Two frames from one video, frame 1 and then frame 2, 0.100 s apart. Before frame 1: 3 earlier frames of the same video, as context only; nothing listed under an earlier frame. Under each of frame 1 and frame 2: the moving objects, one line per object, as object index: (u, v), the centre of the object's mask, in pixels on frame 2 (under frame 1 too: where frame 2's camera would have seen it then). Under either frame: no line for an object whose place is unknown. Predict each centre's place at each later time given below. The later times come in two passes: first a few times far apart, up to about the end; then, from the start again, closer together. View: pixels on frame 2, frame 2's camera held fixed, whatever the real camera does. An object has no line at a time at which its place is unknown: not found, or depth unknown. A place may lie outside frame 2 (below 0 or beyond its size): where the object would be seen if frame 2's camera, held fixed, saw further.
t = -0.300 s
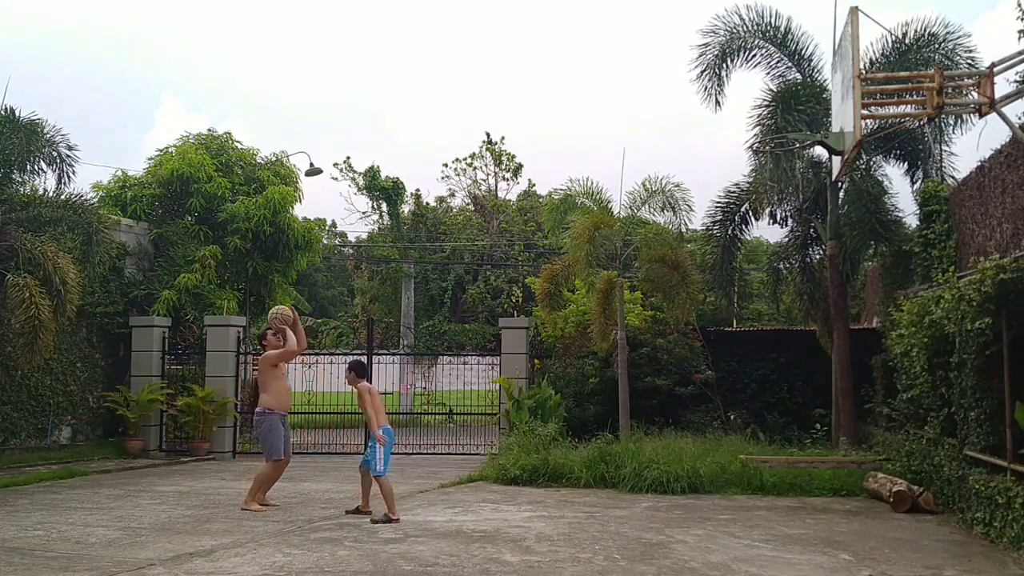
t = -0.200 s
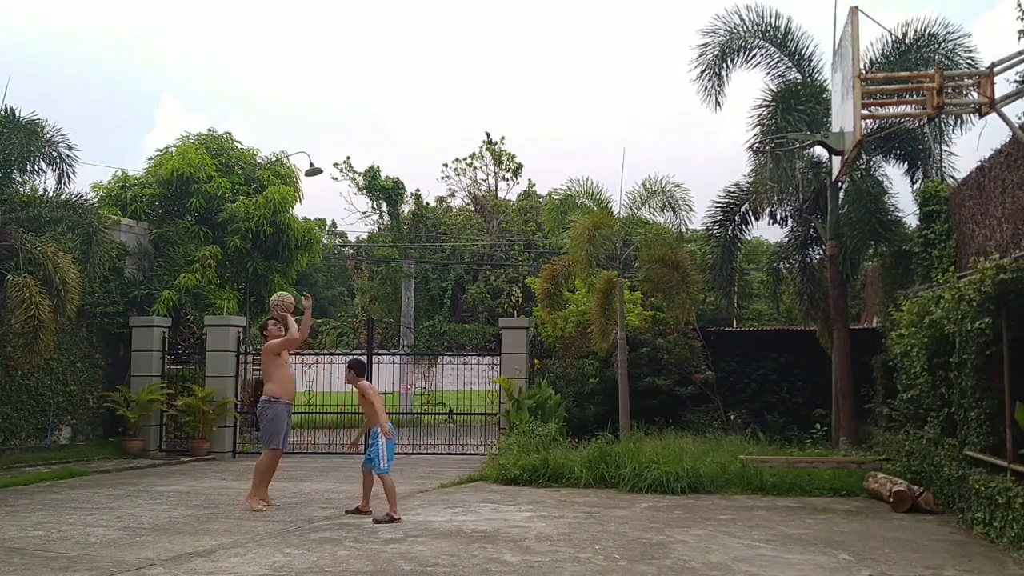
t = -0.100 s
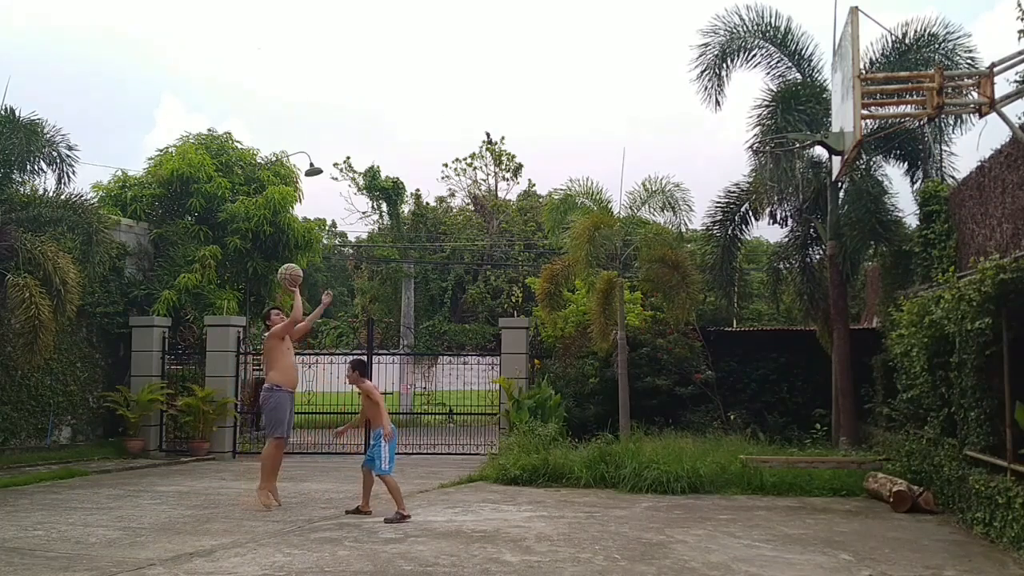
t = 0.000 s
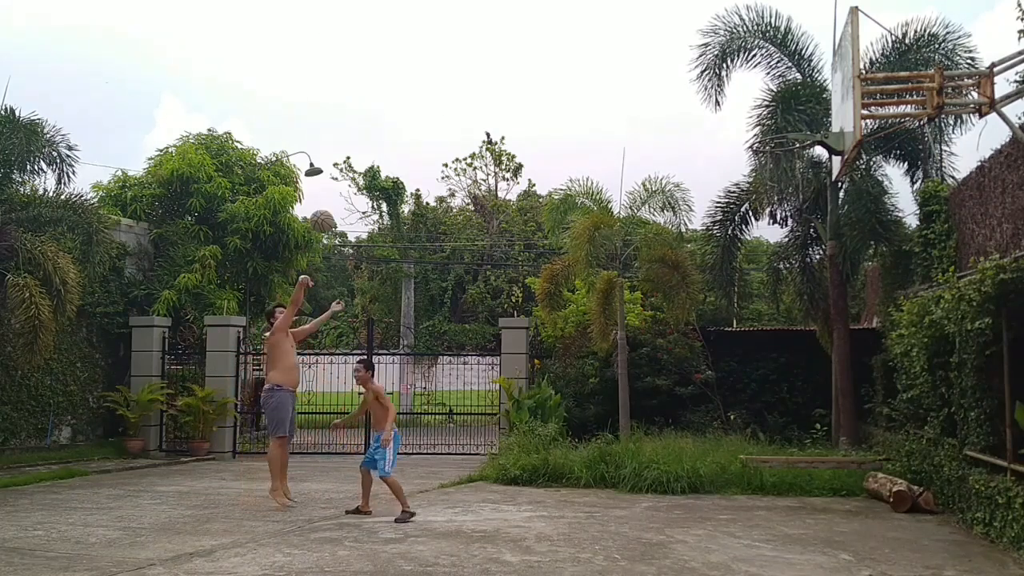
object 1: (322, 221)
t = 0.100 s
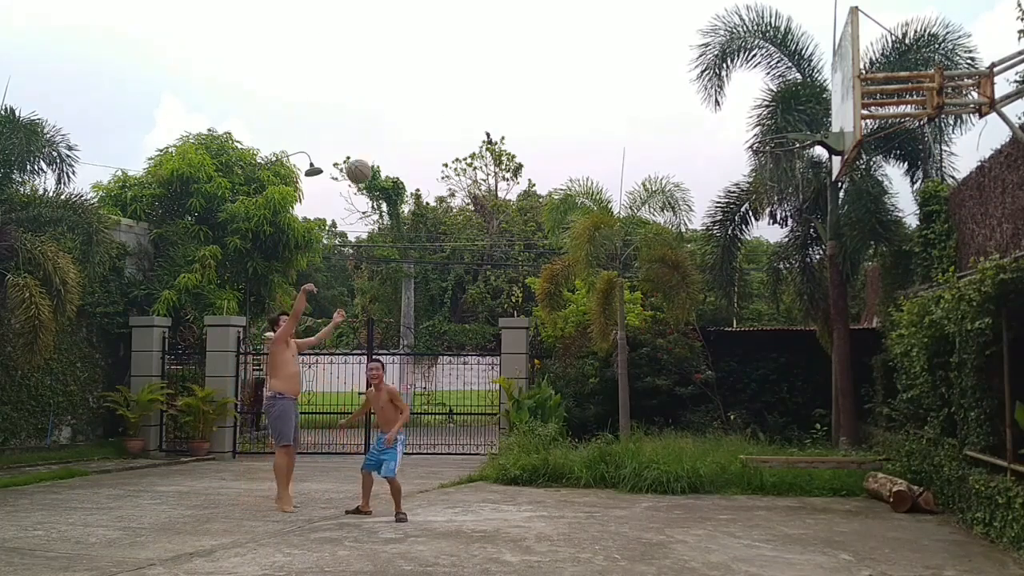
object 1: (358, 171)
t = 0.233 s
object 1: (408, 117)
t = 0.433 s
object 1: (488, 63)
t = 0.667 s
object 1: (590, 47)
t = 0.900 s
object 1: (709, 96)
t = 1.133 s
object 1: (793, 119)
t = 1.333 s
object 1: (788, 102)
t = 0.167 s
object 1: (383, 142)
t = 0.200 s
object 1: (395, 129)
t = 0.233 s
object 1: (408, 117)
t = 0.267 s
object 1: (421, 105)
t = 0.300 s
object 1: (434, 95)
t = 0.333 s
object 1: (447, 85)
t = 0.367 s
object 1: (460, 77)
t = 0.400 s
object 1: (474, 69)
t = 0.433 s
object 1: (488, 63)
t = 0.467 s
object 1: (502, 57)
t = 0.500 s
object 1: (516, 52)
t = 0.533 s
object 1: (531, 49)
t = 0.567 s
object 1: (545, 46)
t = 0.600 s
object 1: (560, 45)
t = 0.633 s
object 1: (575, 46)
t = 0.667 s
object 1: (590, 47)
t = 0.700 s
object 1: (606, 50)
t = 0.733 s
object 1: (622, 54)
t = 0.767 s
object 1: (639, 60)
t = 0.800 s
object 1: (656, 66)
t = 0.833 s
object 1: (673, 75)
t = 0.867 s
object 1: (690, 85)
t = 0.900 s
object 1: (709, 96)
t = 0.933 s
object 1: (727, 109)
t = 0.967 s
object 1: (746, 124)
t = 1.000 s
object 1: (762, 136)
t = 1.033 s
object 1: (770, 130)
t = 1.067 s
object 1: (777, 125)
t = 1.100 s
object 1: (785, 120)
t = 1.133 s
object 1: (793, 119)
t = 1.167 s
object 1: (799, 124)
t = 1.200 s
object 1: (801, 116)
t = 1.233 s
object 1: (798, 113)
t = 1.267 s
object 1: (794, 109)
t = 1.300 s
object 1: (791, 104)
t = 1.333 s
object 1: (788, 102)
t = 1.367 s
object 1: (786, 102)
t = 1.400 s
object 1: (783, 102)
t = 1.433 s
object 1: (780, 104)
